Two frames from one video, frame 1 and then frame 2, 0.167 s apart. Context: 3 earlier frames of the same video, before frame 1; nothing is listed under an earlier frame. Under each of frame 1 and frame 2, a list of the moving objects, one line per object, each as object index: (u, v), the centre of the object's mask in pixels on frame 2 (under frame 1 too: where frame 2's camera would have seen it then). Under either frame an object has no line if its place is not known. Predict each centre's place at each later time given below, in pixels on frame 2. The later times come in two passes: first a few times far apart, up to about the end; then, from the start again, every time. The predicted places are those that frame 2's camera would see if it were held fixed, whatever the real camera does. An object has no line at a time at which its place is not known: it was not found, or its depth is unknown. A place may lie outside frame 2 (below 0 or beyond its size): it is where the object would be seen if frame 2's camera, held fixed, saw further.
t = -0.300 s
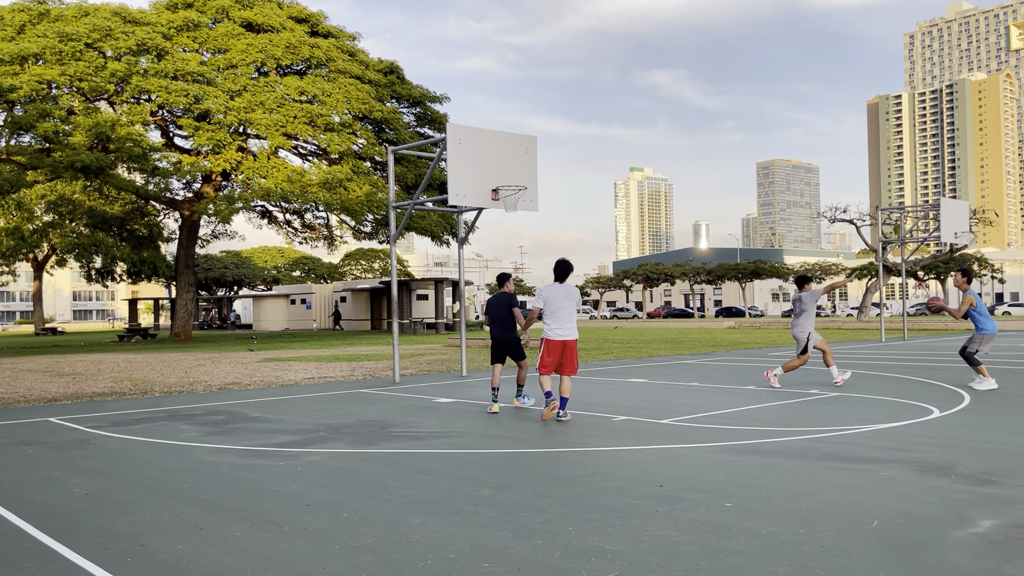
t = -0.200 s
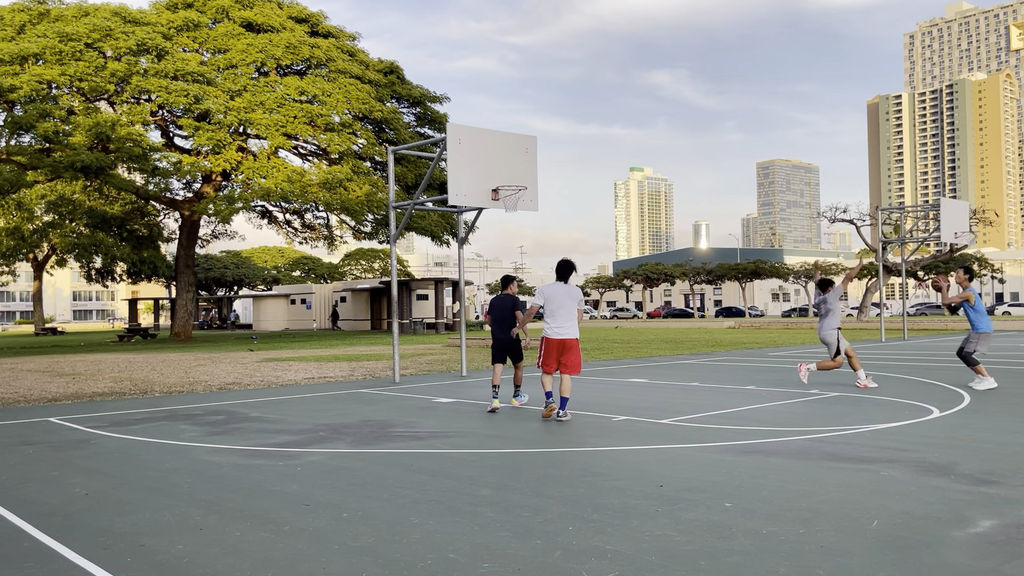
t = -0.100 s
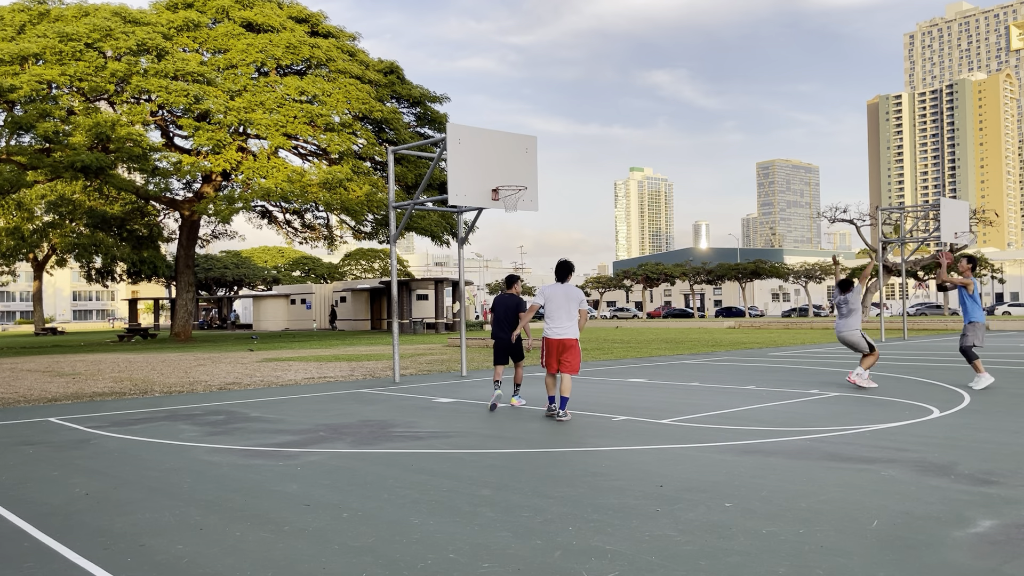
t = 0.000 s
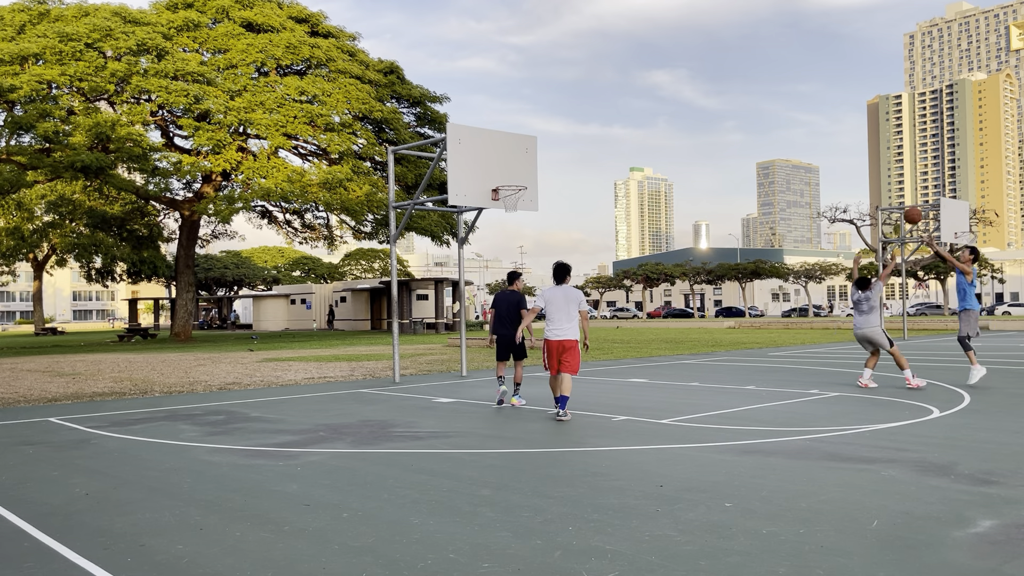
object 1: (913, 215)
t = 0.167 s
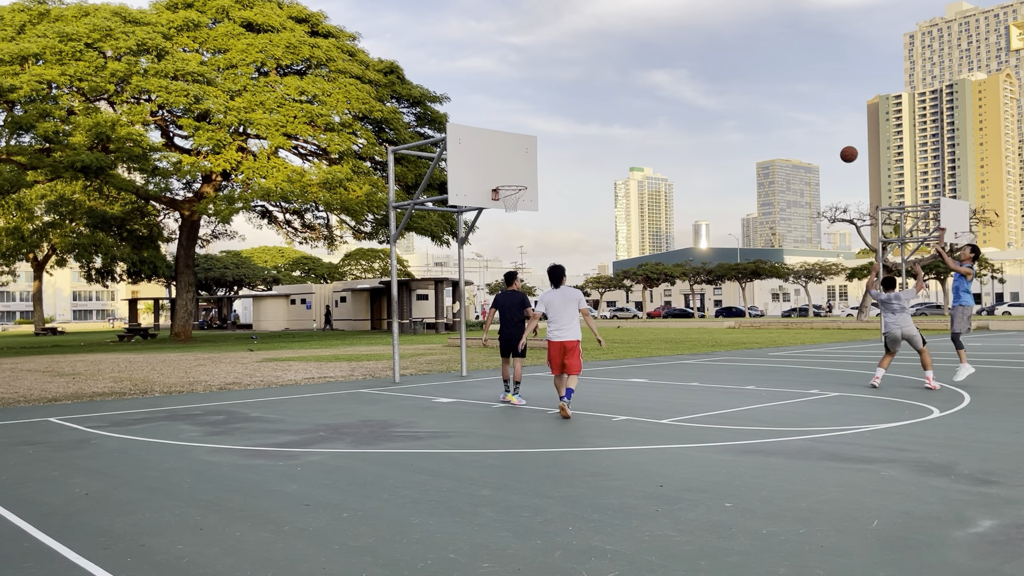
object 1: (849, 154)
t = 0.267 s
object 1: (812, 128)
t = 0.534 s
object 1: (721, 91)
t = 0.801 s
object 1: (638, 104)
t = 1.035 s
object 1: (571, 151)
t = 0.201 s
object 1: (837, 144)
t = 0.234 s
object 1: (824, 136)
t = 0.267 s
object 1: (812, 128)
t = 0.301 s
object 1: (801, 120)
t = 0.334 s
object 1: (789, 114)
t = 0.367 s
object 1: (777, 108)
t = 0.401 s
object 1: (766, 103)
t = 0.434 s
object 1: (755, 99)
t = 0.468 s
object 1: (743, 96)
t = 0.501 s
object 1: (732, 93)
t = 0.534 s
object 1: (721, 91)
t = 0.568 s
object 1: (711, 90)
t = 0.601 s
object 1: (700, 90)
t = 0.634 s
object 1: (689, 90)
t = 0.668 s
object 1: (679, 92)
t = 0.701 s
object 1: (669, 94)
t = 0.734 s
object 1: (658, 96)
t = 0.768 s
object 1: (648, 100)
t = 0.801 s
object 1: (638, 104)
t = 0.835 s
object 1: (629, 109)
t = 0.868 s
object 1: (619, 114)
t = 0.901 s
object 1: (609, 120)
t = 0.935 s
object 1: (600, 127)
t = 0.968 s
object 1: (590, 134)
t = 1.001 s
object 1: (580, 142)
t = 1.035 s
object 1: (571, 151)
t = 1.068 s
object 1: (562, 160)
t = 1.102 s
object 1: (553, 170)
